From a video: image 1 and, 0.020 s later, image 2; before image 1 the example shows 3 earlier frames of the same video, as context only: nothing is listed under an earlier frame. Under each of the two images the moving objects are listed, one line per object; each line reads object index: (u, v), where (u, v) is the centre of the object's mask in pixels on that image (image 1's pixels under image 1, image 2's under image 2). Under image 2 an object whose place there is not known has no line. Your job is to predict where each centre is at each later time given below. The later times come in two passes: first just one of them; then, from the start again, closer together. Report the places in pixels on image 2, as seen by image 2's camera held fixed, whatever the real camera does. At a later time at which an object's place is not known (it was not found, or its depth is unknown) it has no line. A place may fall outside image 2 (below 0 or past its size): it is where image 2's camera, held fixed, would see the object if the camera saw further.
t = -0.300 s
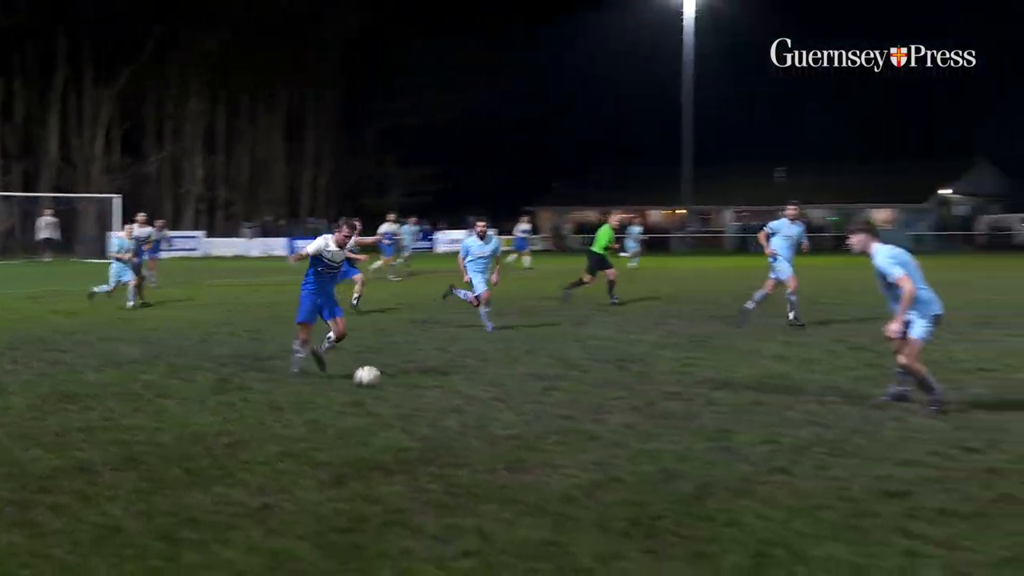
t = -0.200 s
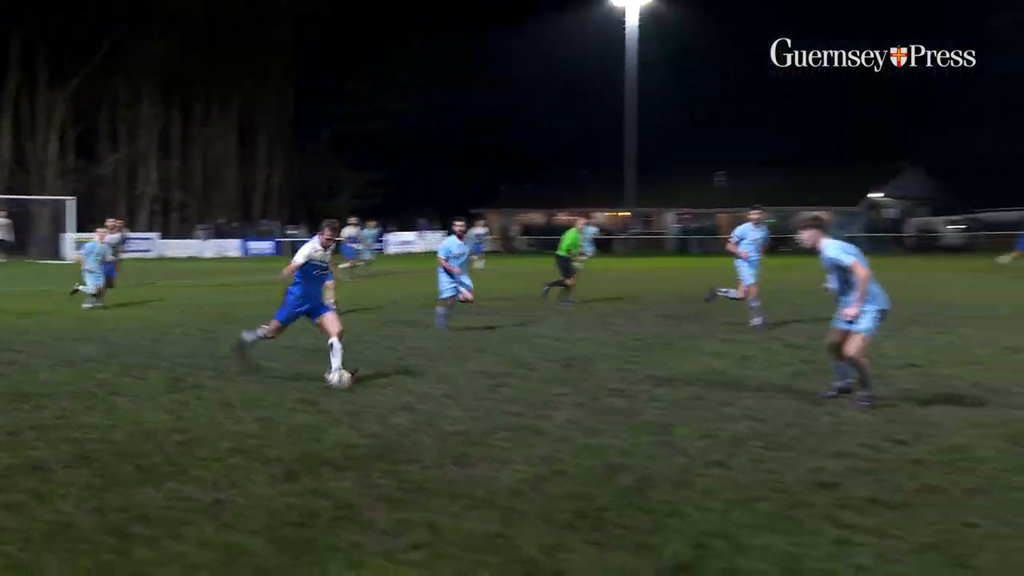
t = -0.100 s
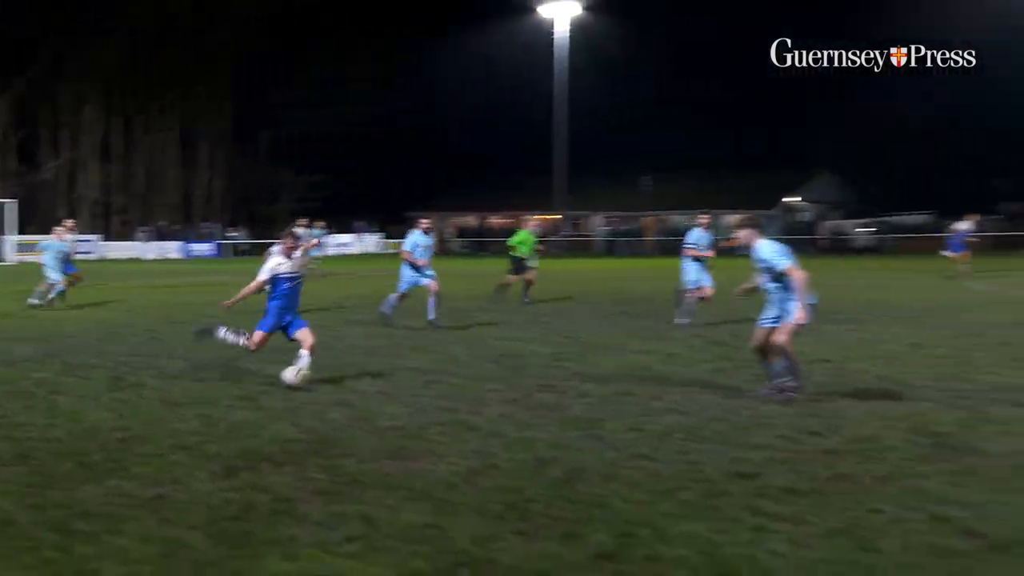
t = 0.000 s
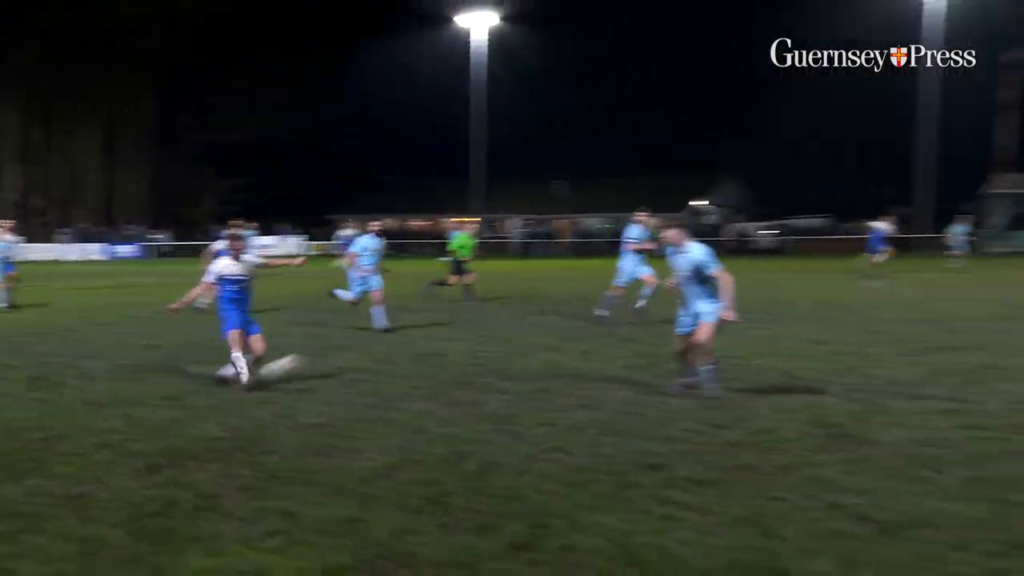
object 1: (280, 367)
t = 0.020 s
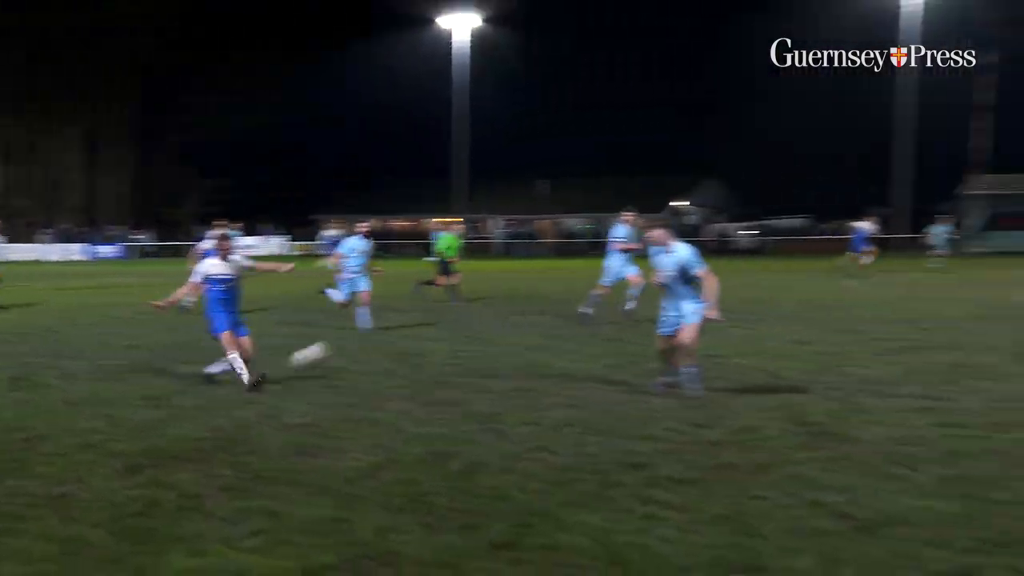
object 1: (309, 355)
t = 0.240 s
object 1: (748, 255)
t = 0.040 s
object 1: (354, 343)
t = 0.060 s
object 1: (398, 332)
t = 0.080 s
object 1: (442, 321)
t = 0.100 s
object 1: (485, 312)
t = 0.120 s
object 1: (527, 302)
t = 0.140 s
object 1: (568, 293)
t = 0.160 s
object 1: (607, 285)
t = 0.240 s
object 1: (748, 255)
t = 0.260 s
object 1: (781, 248)
